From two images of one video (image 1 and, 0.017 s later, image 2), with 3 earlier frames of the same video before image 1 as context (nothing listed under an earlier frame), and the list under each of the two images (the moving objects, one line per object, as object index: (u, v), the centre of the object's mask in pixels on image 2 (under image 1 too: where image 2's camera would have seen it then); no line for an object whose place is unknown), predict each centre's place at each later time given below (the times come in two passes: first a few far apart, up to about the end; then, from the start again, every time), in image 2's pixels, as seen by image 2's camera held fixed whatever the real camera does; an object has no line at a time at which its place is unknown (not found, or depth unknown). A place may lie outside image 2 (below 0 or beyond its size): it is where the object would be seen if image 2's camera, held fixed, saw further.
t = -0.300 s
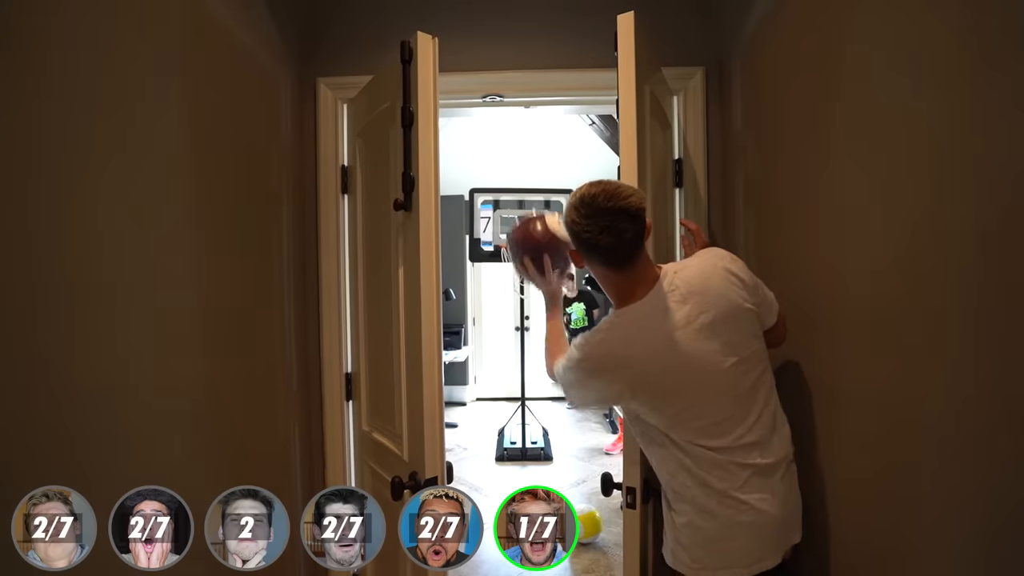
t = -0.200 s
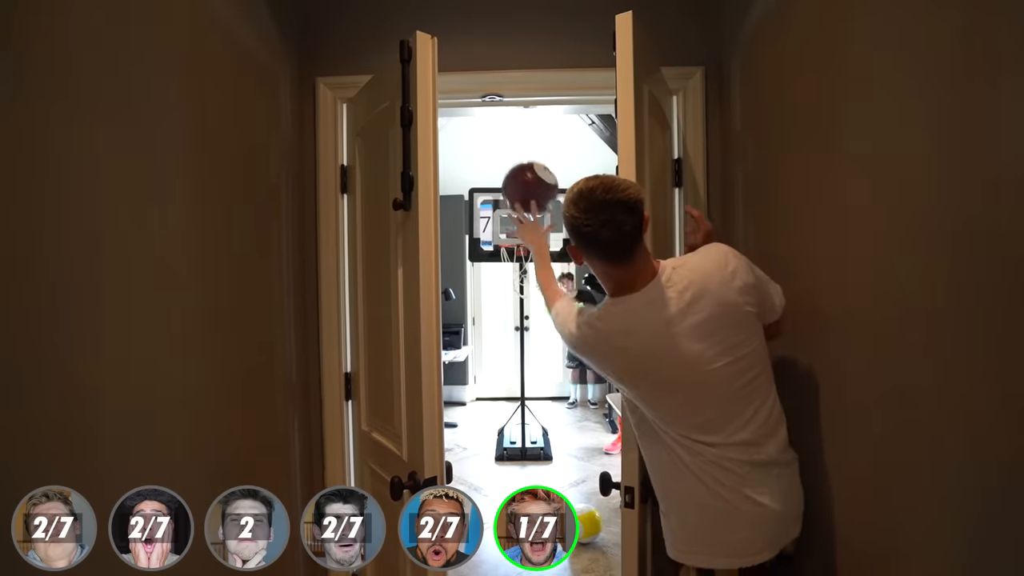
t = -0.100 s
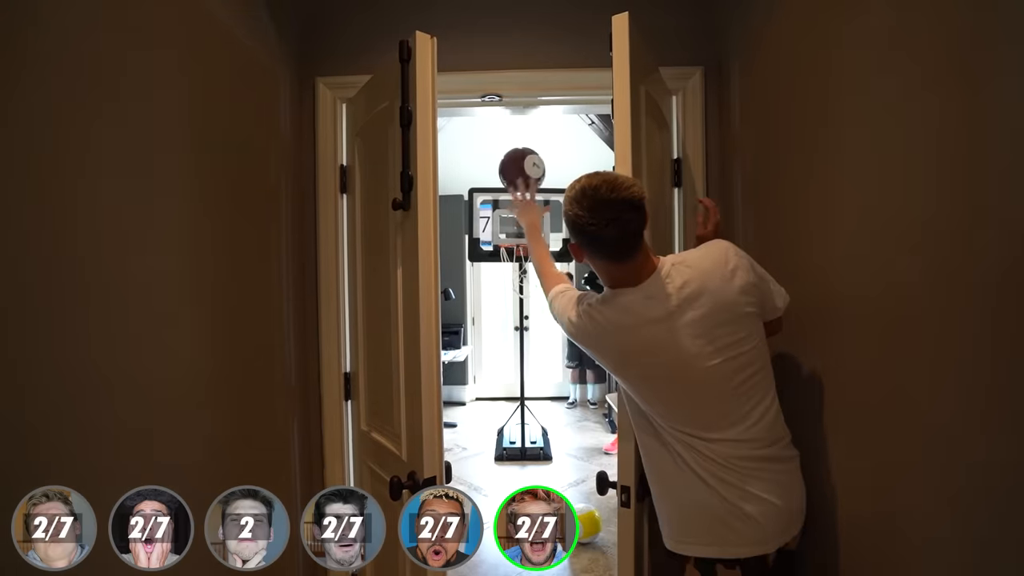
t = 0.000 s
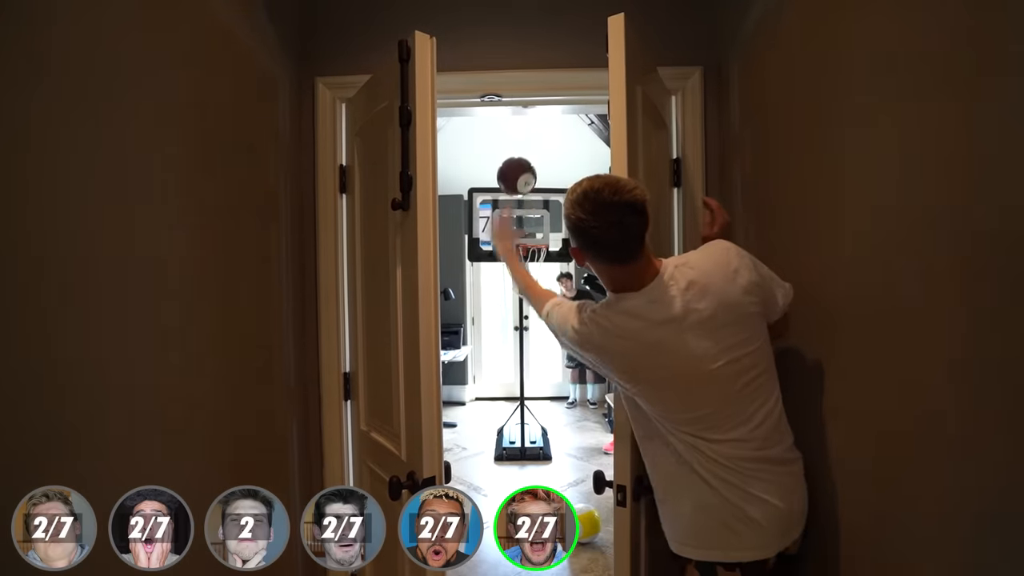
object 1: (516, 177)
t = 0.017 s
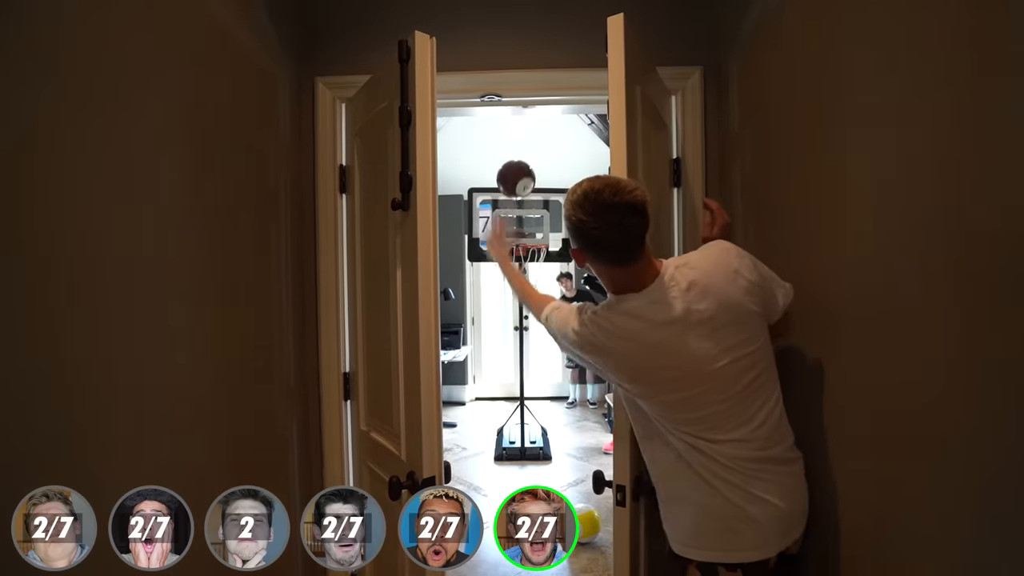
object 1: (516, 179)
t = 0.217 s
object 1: (509, 233)
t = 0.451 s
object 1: (479, 286)
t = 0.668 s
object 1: (452, 410)
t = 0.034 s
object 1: (515, 182)
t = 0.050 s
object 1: (514, 186)
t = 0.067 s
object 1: (514, 190)
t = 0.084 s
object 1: (513, 193)
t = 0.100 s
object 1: (513, 197)
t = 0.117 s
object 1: (512, 201)
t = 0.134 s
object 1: (512, 206)
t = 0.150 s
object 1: (511, 211)
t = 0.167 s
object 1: (511, 215)
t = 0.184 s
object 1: (510, 221)
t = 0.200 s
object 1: (510, 226)
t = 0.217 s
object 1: (509, 233)
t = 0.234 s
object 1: (509, 237)
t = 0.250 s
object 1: (506, 239)
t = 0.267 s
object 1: (504, 241)
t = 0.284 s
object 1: (503, 243)
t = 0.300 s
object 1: (500, 245)
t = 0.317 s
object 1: (498, 247)
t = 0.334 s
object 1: (497, 250)
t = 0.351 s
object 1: (494, 254)
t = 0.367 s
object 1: (492, 258)
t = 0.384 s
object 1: (489, 262)
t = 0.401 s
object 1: (486, 267)
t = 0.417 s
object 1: (484, 273)
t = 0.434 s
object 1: (481, 280)
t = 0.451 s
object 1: (479, 286)
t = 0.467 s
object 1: (477, 293)
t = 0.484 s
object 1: (475, 300)
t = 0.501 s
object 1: (473, 308)
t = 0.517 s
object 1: (470, 317)
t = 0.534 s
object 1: (468, 325)
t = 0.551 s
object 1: (465, 334)
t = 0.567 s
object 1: (463, 342)
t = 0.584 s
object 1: (461, 351)
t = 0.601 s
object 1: (460, 362)
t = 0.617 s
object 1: (456, 375)
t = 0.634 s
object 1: (455, 385)
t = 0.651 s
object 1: (453, 396)
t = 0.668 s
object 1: (452, 410)
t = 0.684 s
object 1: (452, 419)
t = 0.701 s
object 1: (451, 435)
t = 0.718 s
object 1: (451, 445)
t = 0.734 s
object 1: (450, 460)
